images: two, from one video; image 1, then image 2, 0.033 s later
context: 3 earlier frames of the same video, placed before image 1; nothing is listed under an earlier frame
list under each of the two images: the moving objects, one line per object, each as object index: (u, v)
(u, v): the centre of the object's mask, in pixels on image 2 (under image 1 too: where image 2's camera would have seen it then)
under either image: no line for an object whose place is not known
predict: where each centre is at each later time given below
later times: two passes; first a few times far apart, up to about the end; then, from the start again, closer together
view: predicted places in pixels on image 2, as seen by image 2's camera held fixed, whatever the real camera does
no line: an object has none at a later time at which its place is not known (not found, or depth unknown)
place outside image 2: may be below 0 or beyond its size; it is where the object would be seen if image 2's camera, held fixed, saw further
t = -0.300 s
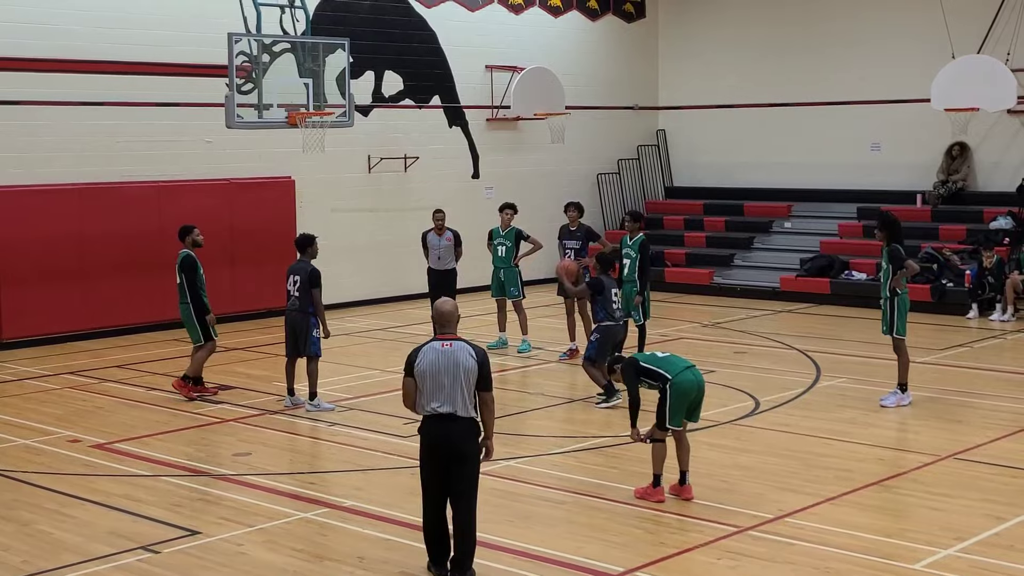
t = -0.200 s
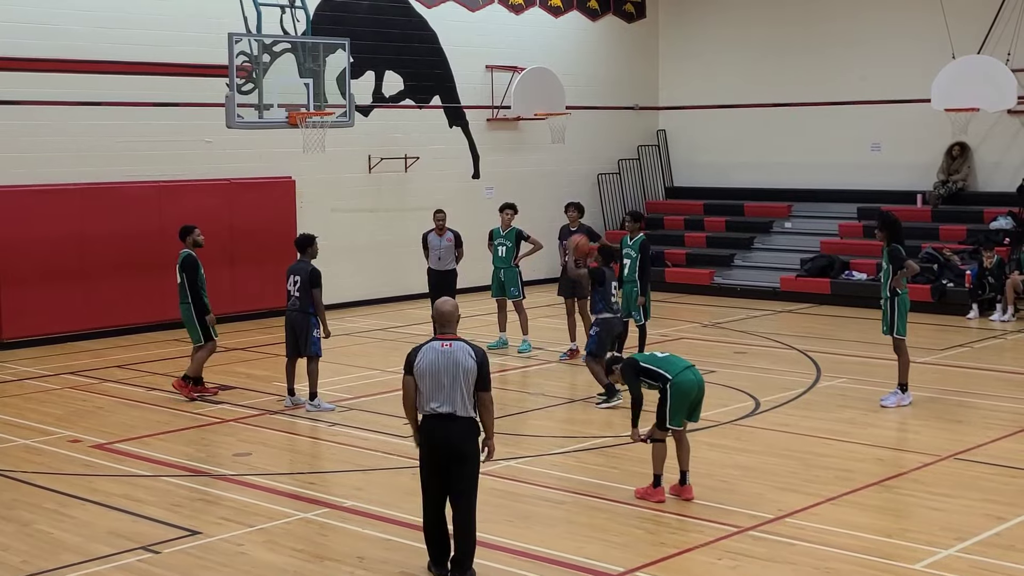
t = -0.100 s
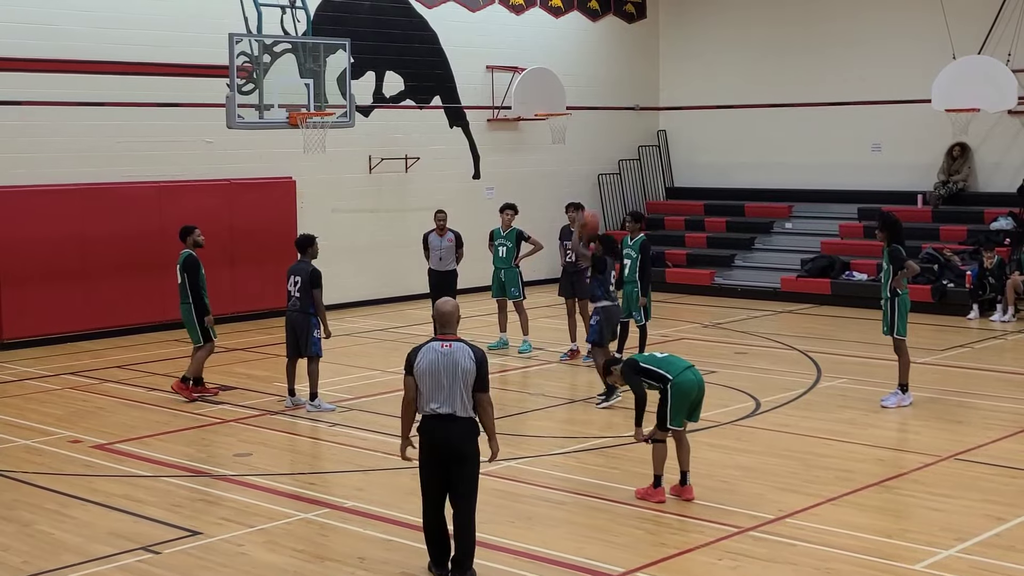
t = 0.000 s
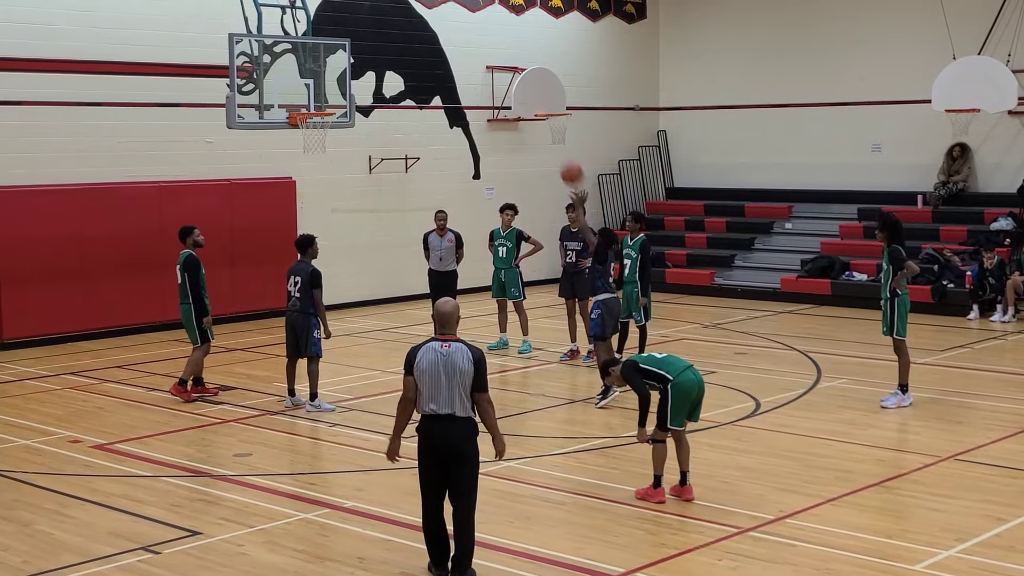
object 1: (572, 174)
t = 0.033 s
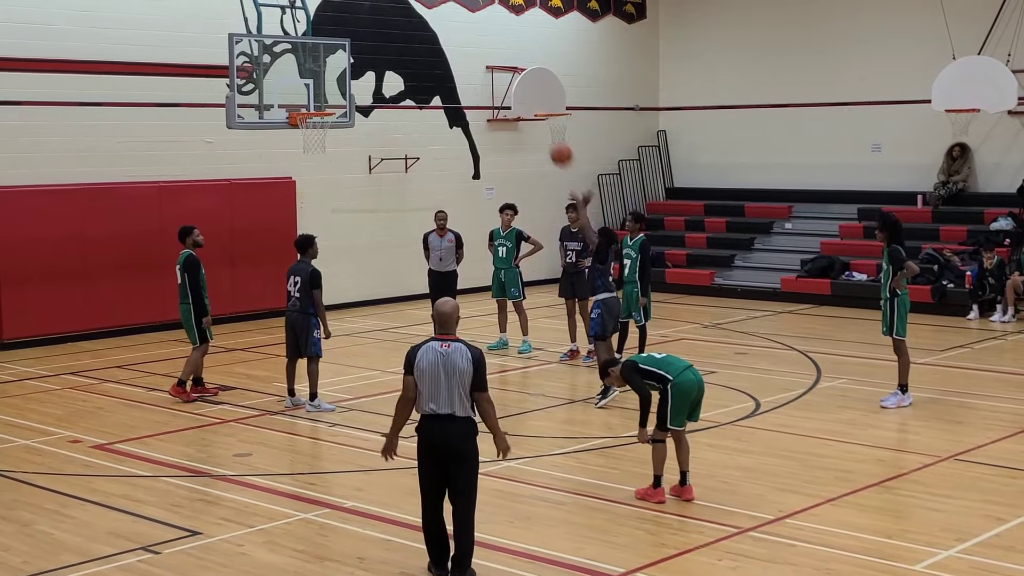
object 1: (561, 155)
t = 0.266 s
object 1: (491, 55)
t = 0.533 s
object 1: (420, 9)
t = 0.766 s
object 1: (364, 22)
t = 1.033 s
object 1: (306, 88)
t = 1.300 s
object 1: (302, 56)
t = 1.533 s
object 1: (314, 52)
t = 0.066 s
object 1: (551, 137)
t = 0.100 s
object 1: (541, 120)
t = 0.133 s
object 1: (531, 105)
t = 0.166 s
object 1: (521, 91)
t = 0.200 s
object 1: (511, 77)
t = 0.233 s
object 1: (502, 66)
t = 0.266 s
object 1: (491, 55)
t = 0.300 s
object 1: (482, 46)
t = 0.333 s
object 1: (473, 37)
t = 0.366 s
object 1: (464, 30)
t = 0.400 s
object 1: (455, 24)
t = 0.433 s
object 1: (446, 19)
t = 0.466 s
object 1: (437, 14)
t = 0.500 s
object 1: (428, 11)
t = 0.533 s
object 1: (420, 9)
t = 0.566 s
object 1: (411, 8)
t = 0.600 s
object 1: (403, 9)
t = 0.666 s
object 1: (387, 10)
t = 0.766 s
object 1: (364, 22)
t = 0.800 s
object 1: (356, 27)
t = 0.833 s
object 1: (350, 33)
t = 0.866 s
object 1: (342, 40)
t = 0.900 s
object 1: (334, 49)
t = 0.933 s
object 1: (327, 58)
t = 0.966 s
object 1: (320, 68)
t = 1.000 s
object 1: (314, 76)
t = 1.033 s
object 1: (306, 88)
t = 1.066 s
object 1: (300, 100)
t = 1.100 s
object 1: (297, 98)
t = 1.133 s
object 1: (296, 86)
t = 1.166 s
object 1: (296, 78)
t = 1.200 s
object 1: (298, 71)
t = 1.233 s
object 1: (299, 64)
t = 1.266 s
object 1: (301, 60)
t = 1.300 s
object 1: (302, 56)
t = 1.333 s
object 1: (304, 53)
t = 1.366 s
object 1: (305, 51)
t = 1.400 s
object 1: (306, 50)
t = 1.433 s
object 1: (309, 49)
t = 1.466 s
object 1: (310, 49)
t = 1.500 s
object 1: (312, 50)
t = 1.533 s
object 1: (314, 52)
